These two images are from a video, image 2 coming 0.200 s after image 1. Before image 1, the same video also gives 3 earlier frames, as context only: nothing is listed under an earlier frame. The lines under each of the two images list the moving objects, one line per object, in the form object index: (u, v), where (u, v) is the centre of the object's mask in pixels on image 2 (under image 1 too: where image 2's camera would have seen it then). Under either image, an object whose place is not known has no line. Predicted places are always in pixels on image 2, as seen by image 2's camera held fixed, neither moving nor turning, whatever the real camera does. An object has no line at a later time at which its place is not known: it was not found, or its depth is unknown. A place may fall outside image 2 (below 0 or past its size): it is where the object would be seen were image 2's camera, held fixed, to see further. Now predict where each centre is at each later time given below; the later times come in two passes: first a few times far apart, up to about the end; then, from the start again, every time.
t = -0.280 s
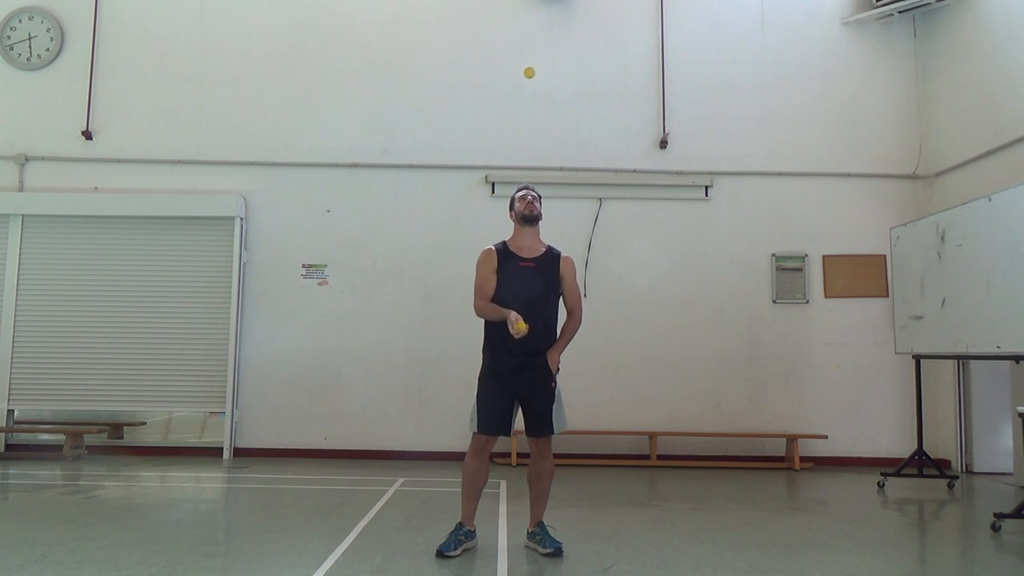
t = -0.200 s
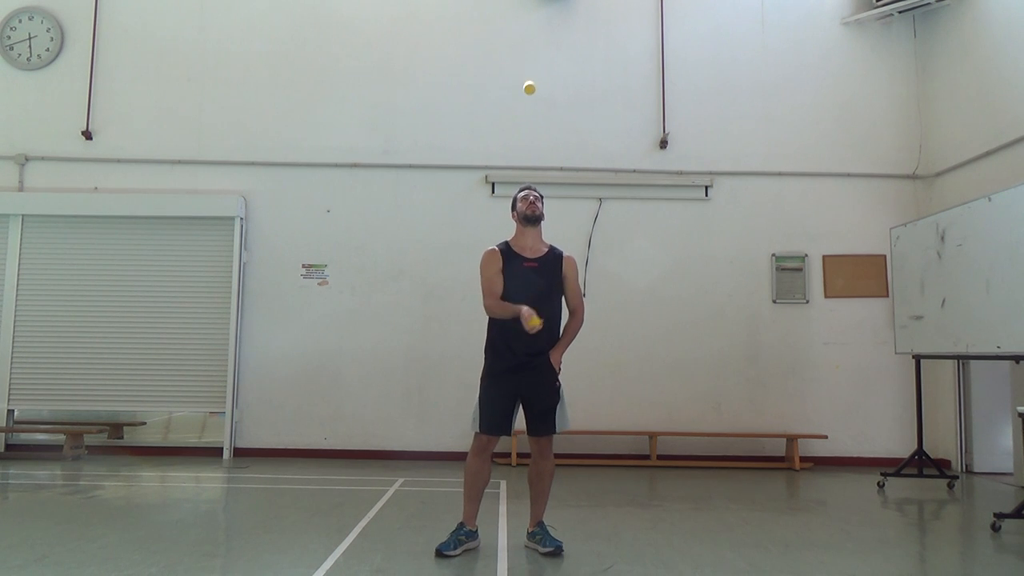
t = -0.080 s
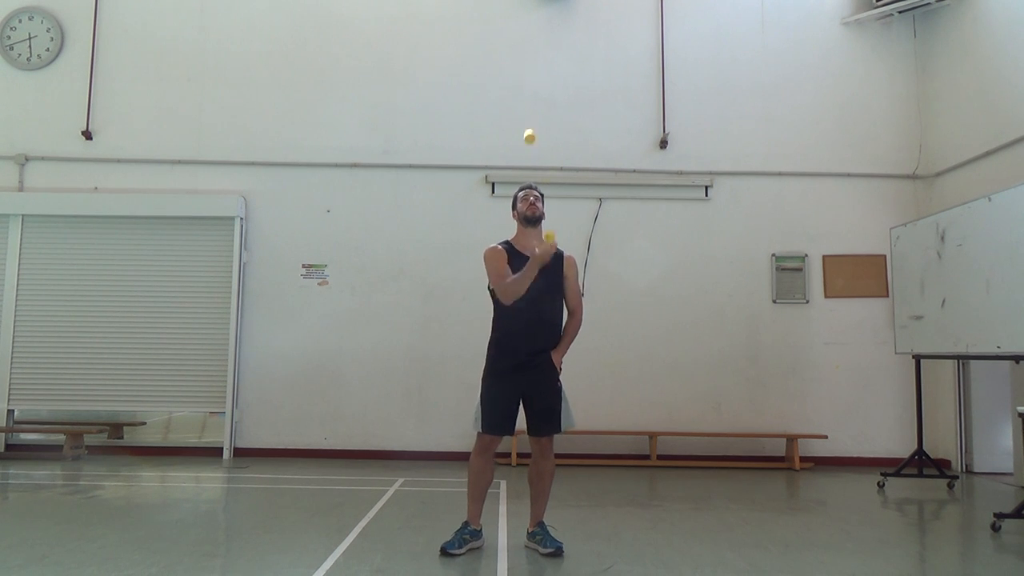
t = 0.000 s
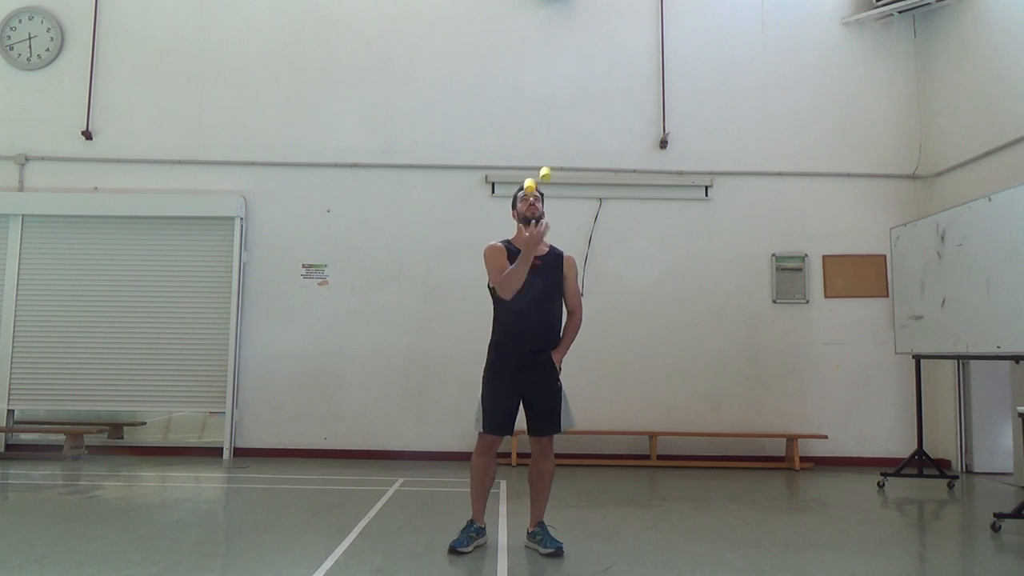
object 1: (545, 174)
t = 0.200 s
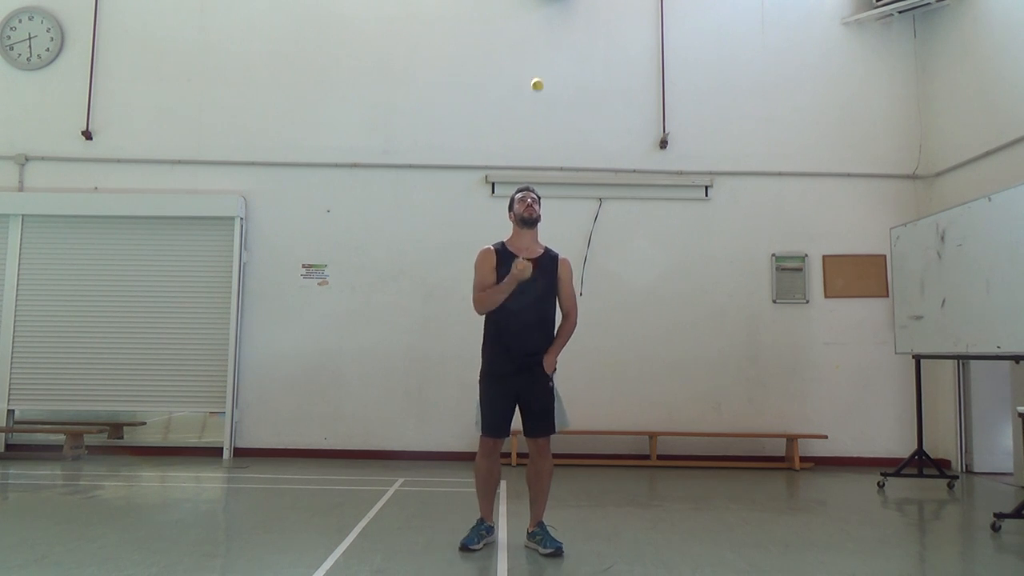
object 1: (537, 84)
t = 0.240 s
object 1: (535, 78)
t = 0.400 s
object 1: (528, 78)
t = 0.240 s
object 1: (535, 78)
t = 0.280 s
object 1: (534, 73)
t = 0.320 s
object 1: (532, 71)
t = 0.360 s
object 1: (530, 73)
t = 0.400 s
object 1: (528, 78)
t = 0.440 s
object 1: (526, 87)
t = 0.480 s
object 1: (524, 99)
